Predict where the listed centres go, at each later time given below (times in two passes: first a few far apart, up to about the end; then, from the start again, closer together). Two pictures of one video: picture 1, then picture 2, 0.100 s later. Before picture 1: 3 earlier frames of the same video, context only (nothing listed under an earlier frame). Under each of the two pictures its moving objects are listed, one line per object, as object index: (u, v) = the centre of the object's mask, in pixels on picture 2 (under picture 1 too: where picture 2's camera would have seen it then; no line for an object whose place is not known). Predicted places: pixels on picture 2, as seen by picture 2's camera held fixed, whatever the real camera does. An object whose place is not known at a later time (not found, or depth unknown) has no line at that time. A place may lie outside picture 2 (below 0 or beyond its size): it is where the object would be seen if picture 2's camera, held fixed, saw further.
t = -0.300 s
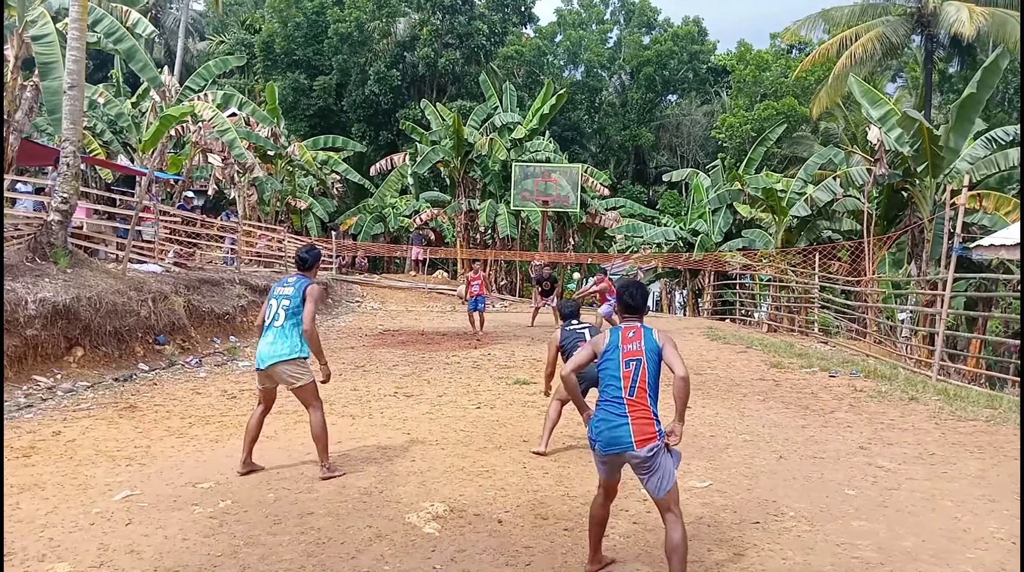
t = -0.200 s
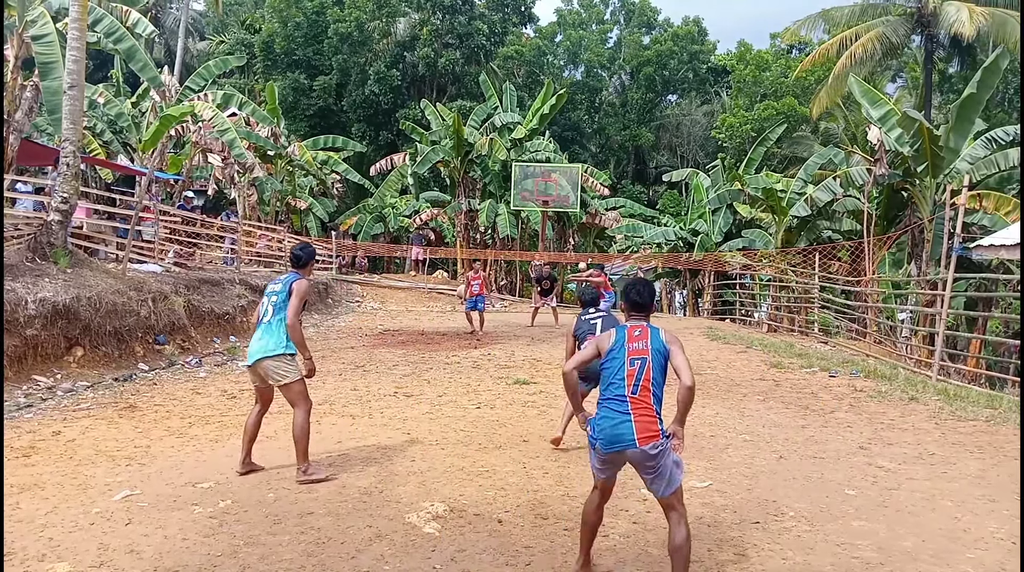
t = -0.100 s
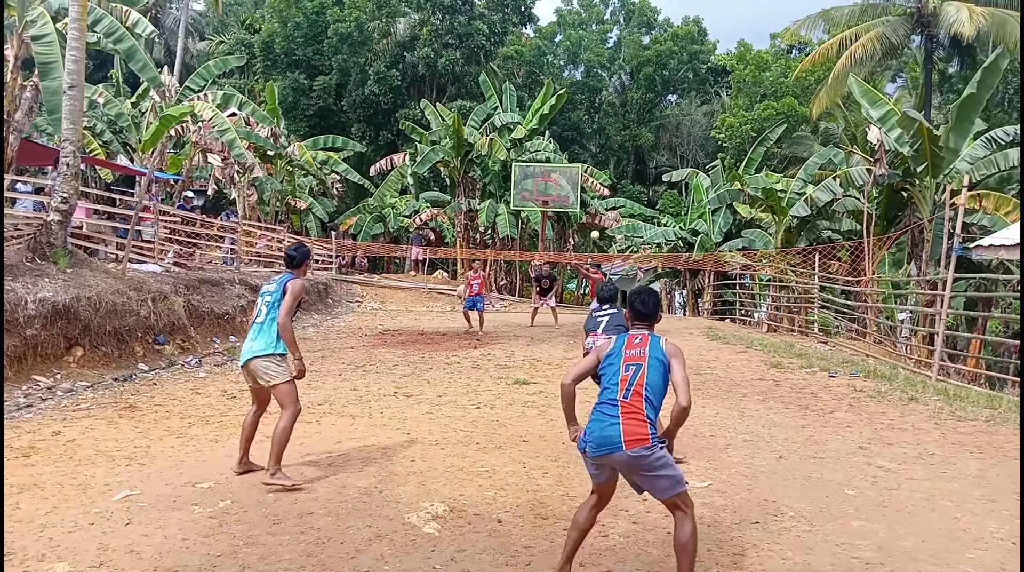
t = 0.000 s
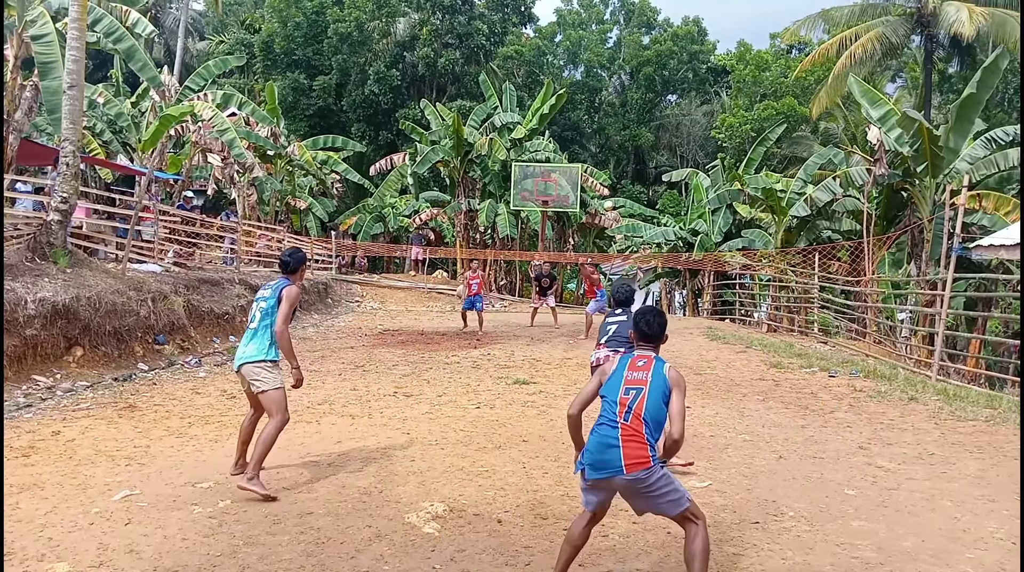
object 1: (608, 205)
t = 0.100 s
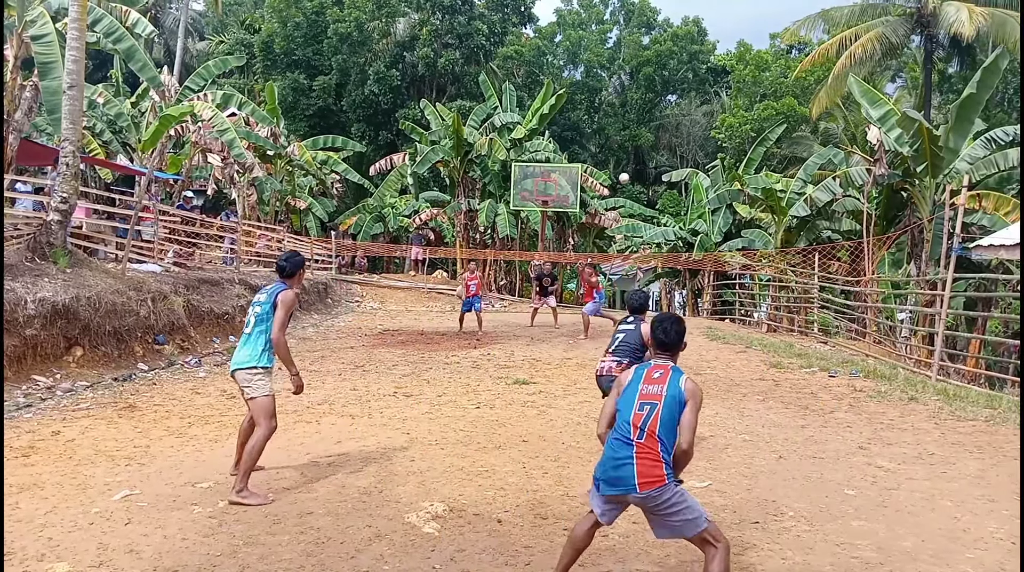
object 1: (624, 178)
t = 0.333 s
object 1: (670, 129)
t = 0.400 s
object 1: (686, 120)
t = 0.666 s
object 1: (773, 120)
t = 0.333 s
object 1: (670, 129)
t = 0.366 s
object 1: (678, 124)
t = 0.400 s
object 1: (686, 120)
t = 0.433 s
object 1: (695, 116)
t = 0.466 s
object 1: (704, 113)
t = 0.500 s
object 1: (713, 112)
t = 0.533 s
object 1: (724, 111)
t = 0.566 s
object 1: (735, 110)
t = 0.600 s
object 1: (747, 112)
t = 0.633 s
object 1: (760, 115)
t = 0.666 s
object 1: (773, 120)
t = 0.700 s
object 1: (788, 127)
